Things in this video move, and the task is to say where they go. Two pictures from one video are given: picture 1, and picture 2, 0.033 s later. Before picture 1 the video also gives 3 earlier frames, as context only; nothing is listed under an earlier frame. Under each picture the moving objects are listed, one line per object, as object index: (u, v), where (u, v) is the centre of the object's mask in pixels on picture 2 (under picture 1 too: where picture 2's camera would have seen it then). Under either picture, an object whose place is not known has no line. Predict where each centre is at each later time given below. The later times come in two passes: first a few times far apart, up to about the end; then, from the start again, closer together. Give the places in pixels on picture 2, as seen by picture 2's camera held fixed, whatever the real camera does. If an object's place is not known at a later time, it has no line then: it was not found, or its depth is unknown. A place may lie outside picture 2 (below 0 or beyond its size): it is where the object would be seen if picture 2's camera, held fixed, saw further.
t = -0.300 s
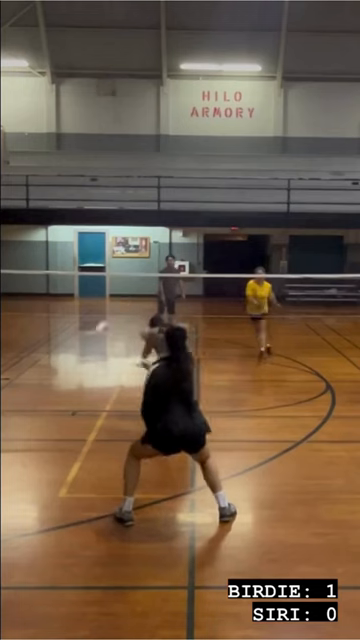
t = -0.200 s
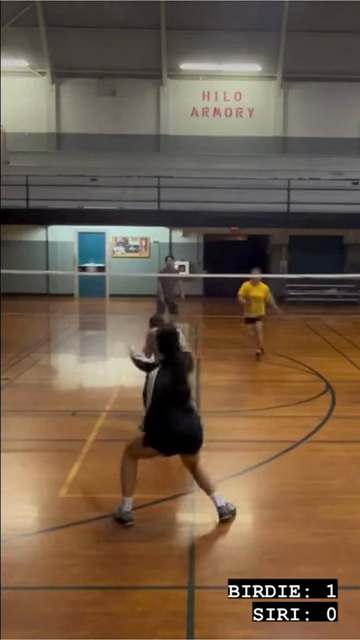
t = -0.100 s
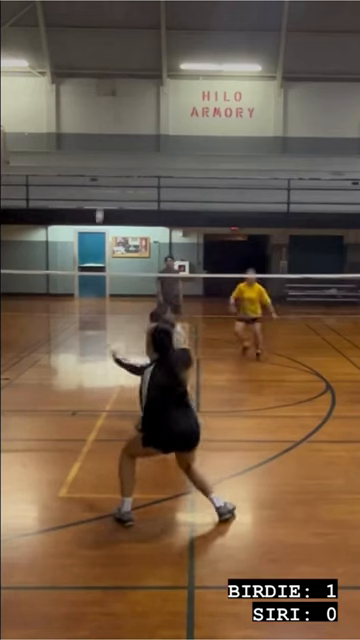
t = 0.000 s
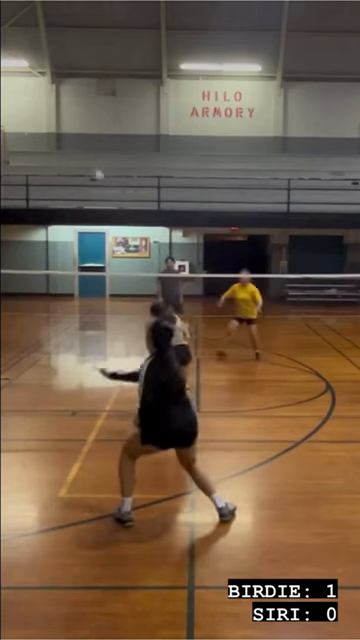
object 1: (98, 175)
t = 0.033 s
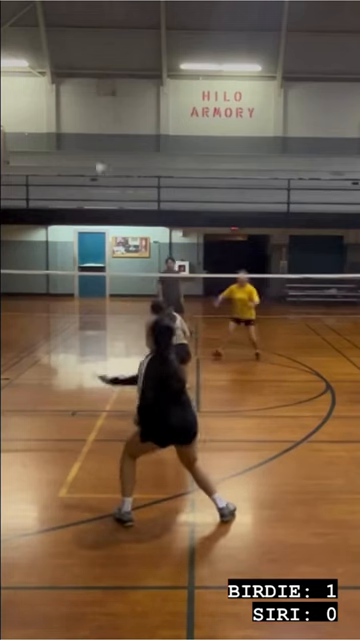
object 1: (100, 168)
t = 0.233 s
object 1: (109, 148)
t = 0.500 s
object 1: (111, 185)
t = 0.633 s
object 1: (116, 224)
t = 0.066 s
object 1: (101, 162)
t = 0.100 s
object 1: (103, 157)
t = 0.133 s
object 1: (105, 153)
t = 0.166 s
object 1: (107, 151)
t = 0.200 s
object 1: (108, 149)
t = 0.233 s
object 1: (109, 148)
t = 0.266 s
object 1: (109, 148)
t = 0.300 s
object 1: (109, 149)
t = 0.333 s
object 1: (109, 151)
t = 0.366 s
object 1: (108, 156)
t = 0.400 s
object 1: (108, 161)
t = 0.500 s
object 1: (111, 185)
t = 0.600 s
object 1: (115, 216)
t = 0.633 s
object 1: (116, 224)
